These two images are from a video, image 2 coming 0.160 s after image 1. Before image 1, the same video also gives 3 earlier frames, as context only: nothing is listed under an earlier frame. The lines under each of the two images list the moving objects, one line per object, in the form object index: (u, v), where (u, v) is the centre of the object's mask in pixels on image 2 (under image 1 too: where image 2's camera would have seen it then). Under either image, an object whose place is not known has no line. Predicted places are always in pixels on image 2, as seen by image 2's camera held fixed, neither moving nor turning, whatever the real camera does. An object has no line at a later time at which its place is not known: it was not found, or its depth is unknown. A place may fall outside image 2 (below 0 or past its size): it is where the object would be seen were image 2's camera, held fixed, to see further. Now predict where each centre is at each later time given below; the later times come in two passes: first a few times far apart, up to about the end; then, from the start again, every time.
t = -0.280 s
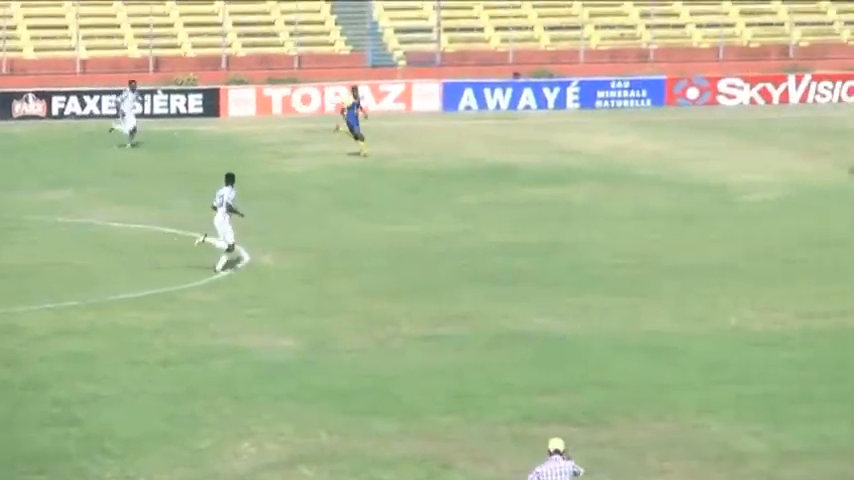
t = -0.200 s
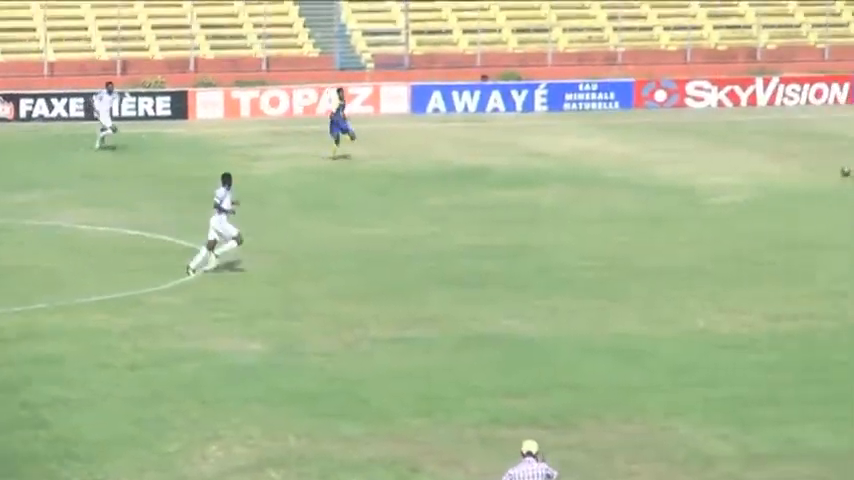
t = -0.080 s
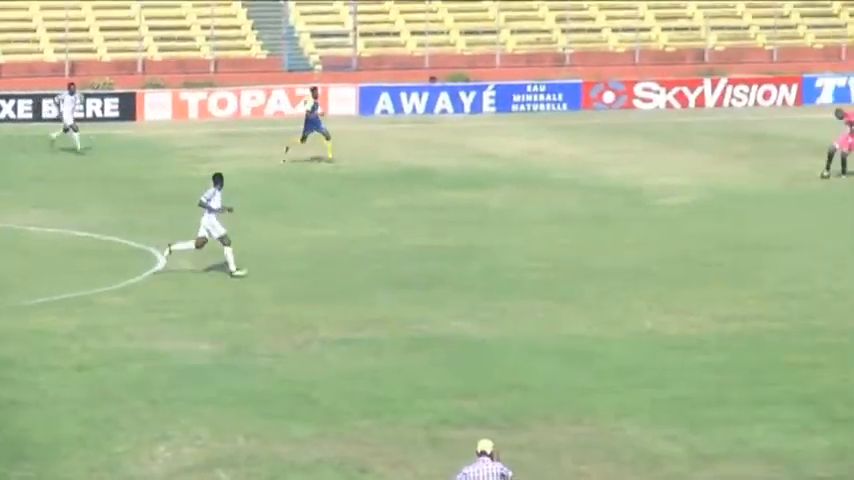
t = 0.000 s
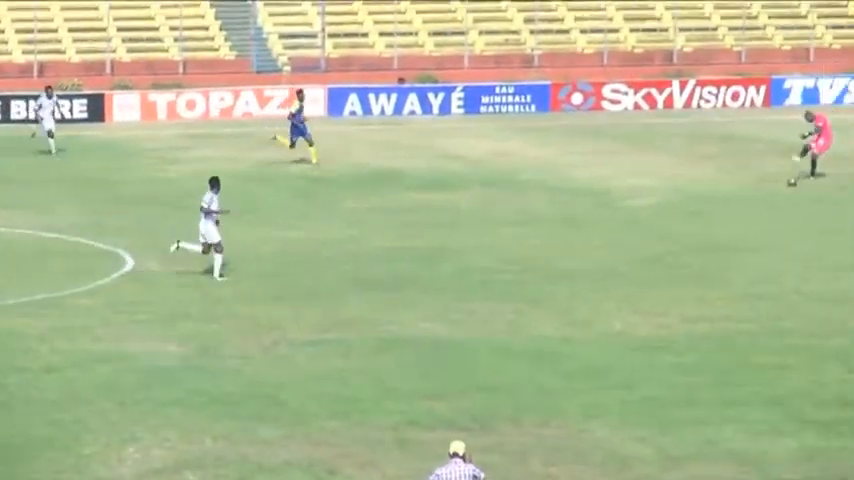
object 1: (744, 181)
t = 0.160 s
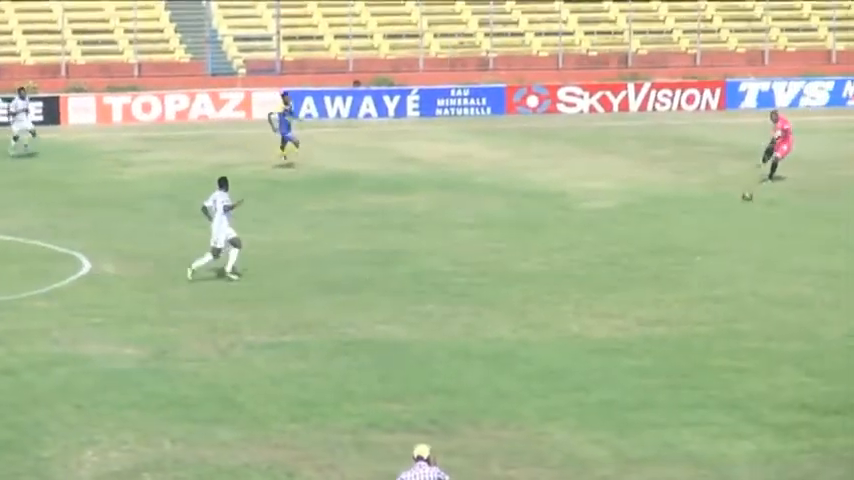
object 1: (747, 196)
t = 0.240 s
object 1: (748, 202)
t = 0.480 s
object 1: (755, 216)
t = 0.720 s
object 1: (764, 232)
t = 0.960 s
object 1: (778, 243)
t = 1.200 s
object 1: (792, 257)
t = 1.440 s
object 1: (809, 268)
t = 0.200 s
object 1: (747, 198)
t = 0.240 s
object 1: (748, 202)
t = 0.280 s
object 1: (749, 204)
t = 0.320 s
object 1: (748, 206)
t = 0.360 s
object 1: (749, 209)
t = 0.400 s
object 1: (751, 211)
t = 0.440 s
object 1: (754, 214)
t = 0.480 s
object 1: (755, 216)
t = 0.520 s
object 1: (757, 217)
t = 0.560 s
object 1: (758, 221)
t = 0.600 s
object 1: (760, 224)
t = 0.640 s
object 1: (761, 228)
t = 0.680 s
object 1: (763, 230)
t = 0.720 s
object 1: (764, 232)
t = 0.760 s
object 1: (766, 235)
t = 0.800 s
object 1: (769, 237)
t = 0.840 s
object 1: (770, 237)
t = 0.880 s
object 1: (773, 238)
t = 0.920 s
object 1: (775, 240)
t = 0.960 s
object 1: (778, 243)
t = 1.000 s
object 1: (781, 247)
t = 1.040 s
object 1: (783, 249)
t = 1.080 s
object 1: (786, 251)
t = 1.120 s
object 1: (788, 252)
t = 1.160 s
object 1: (790, 255)
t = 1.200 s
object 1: (792, 257)
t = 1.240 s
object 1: (795, 257)
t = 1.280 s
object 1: (797, 260)
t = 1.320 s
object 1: (800, 262)
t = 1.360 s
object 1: (802, 263)
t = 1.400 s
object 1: (806, 266)
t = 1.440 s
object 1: (809, 268)
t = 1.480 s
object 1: (812, 269)
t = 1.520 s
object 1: (814, 271)
